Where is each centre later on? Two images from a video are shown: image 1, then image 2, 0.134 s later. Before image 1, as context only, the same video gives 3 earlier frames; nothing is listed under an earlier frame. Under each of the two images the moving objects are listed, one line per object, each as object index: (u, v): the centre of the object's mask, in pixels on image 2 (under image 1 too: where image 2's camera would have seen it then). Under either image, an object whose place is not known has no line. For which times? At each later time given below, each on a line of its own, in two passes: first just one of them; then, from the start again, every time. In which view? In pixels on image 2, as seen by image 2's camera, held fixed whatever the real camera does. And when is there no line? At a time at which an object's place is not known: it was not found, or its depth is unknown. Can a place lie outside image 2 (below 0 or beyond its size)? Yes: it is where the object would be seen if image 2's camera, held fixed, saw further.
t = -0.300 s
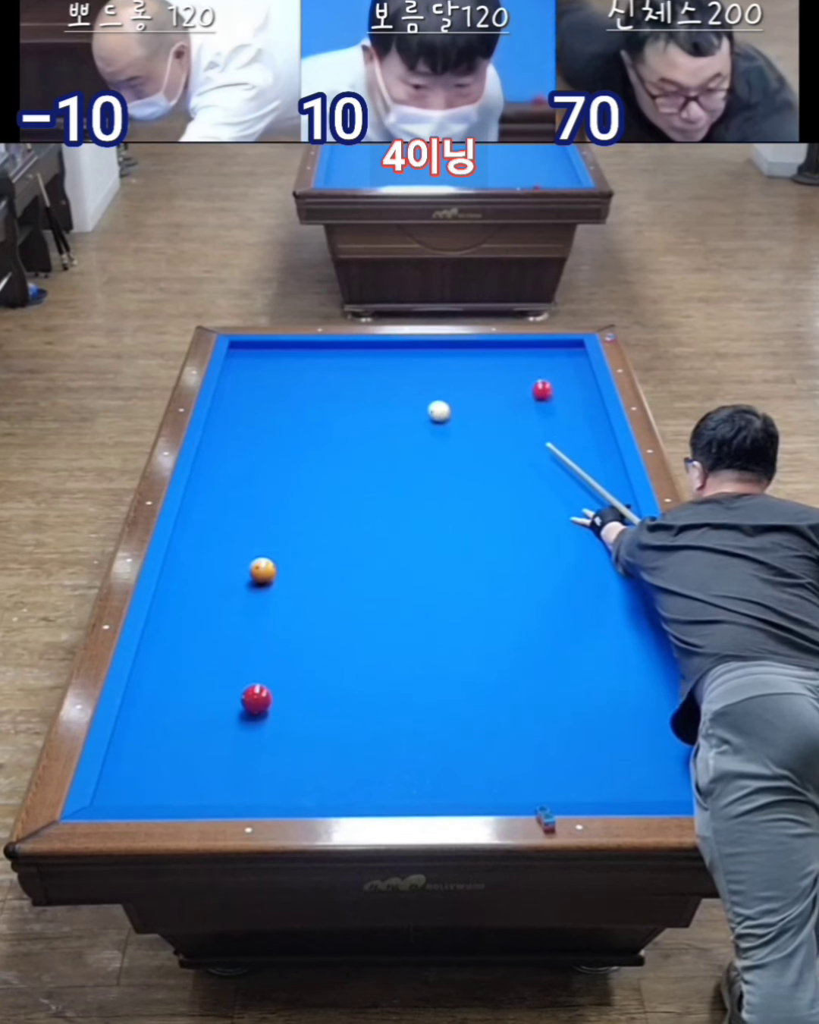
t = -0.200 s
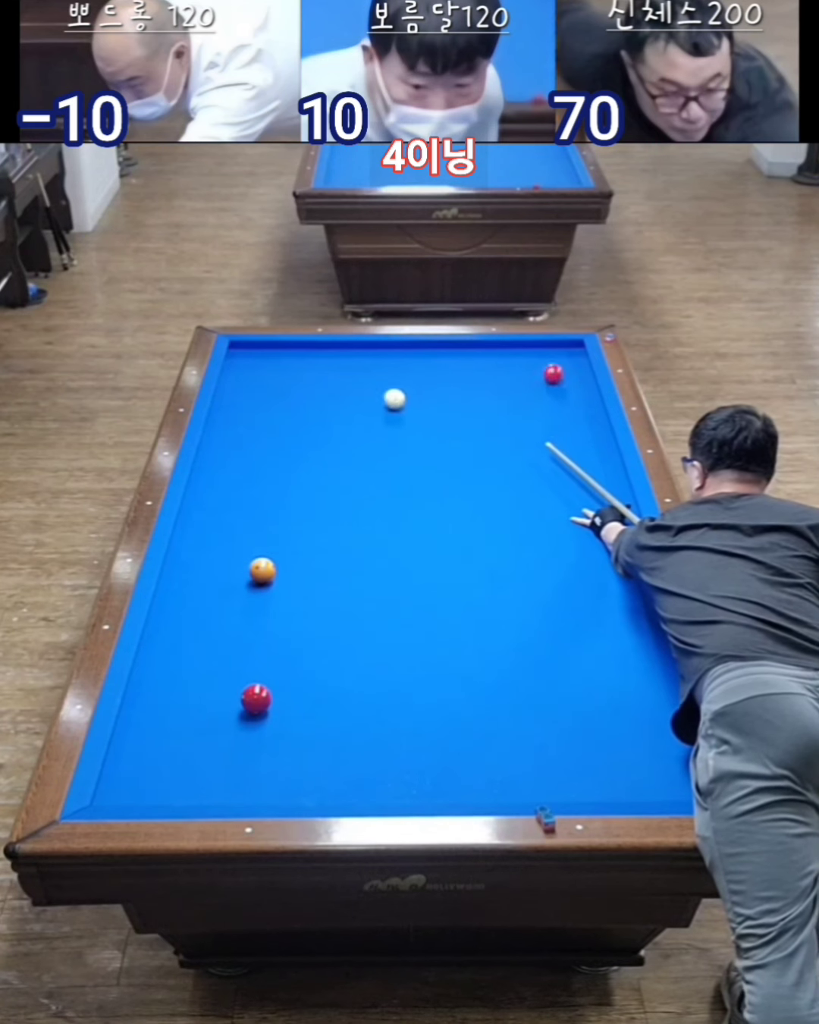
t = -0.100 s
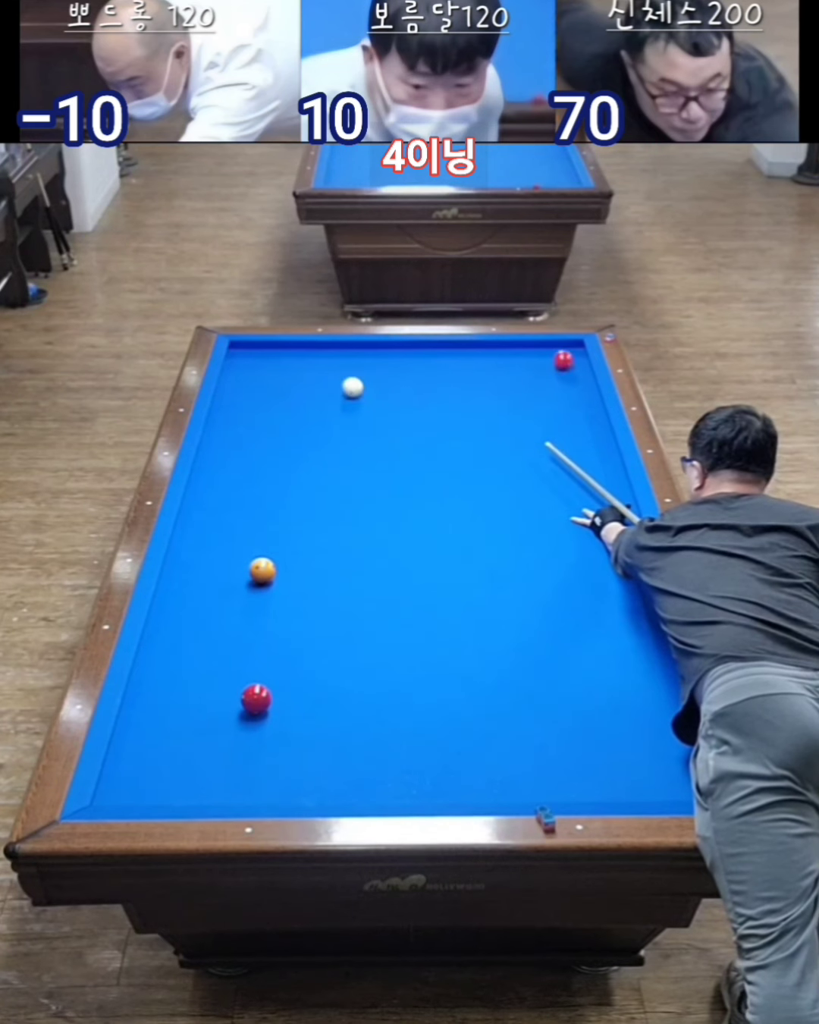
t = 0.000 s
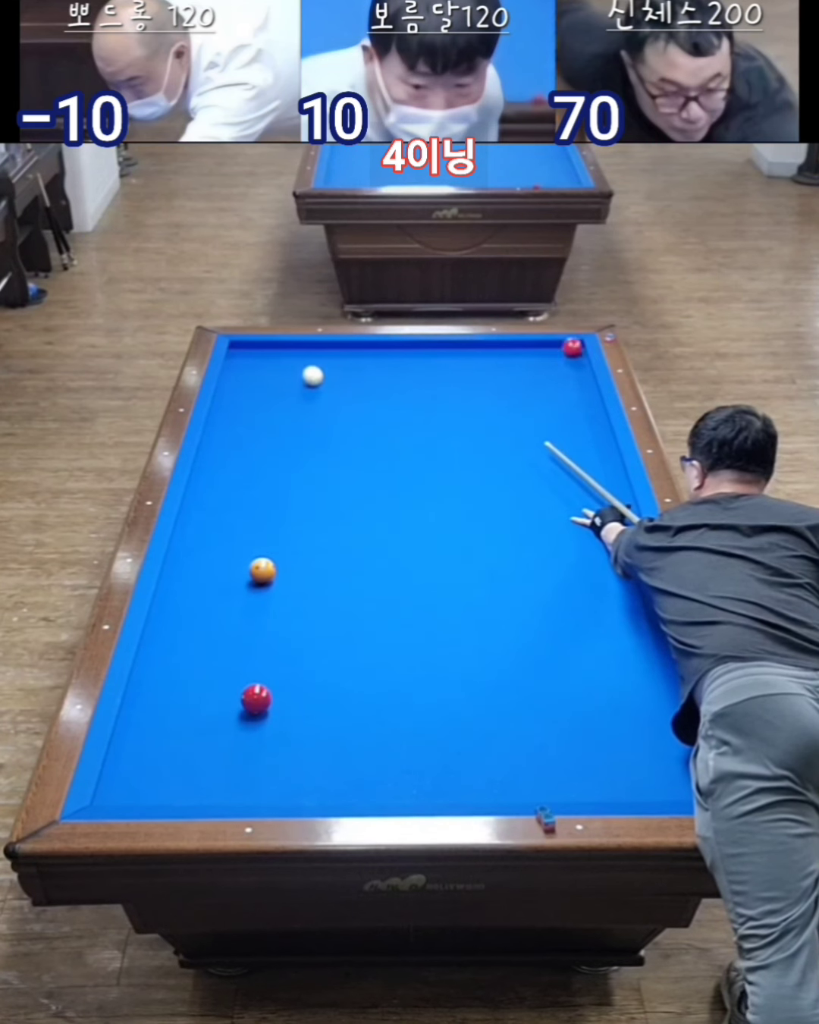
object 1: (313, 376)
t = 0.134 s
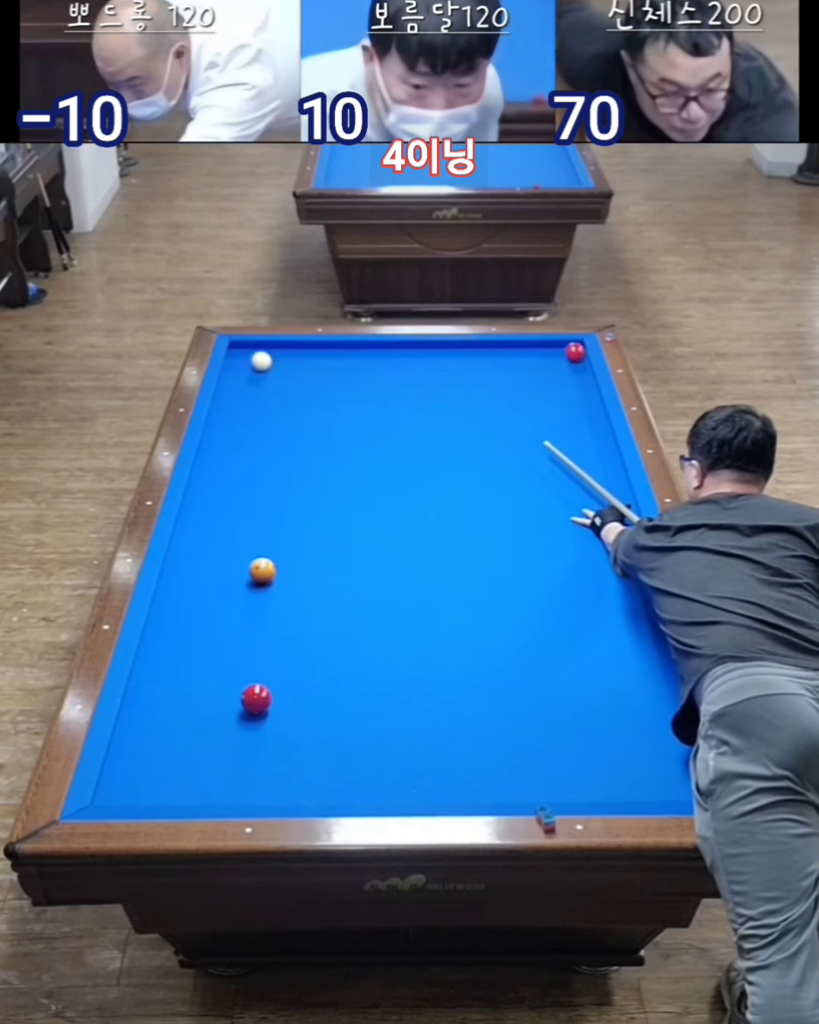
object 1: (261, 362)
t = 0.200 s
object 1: (236, 355)
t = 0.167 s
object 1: (249, 358)
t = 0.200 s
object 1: (236, 355)
